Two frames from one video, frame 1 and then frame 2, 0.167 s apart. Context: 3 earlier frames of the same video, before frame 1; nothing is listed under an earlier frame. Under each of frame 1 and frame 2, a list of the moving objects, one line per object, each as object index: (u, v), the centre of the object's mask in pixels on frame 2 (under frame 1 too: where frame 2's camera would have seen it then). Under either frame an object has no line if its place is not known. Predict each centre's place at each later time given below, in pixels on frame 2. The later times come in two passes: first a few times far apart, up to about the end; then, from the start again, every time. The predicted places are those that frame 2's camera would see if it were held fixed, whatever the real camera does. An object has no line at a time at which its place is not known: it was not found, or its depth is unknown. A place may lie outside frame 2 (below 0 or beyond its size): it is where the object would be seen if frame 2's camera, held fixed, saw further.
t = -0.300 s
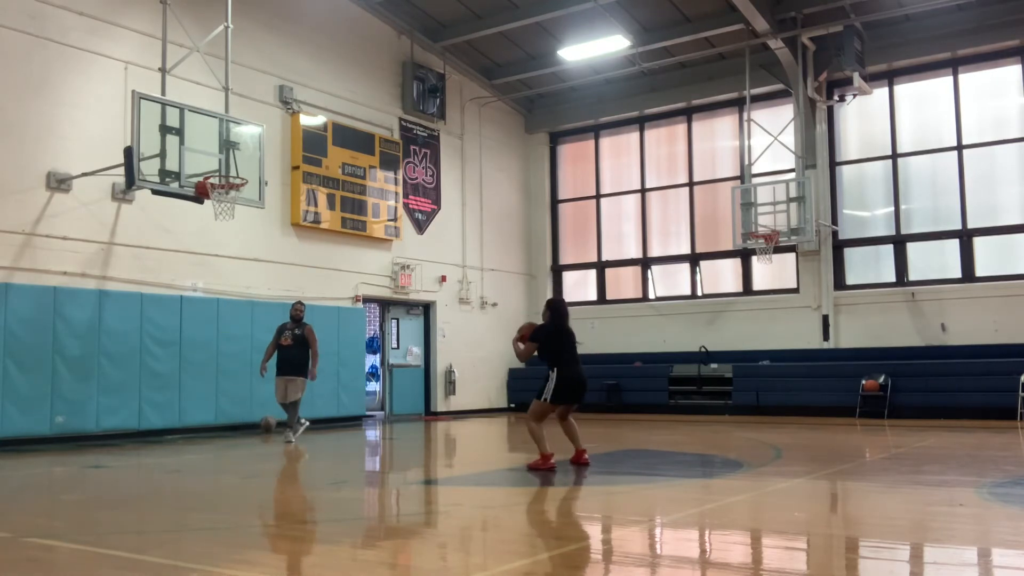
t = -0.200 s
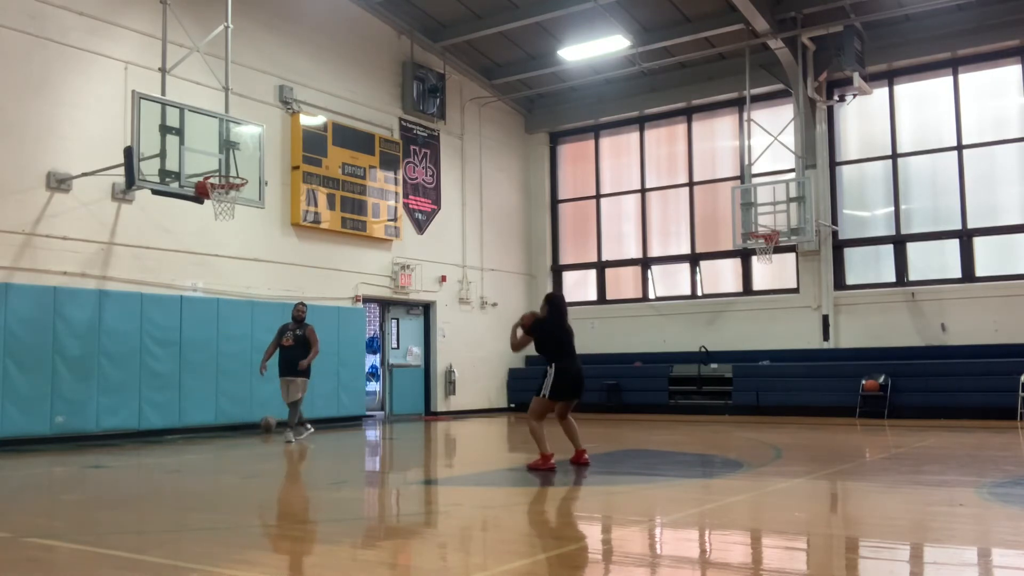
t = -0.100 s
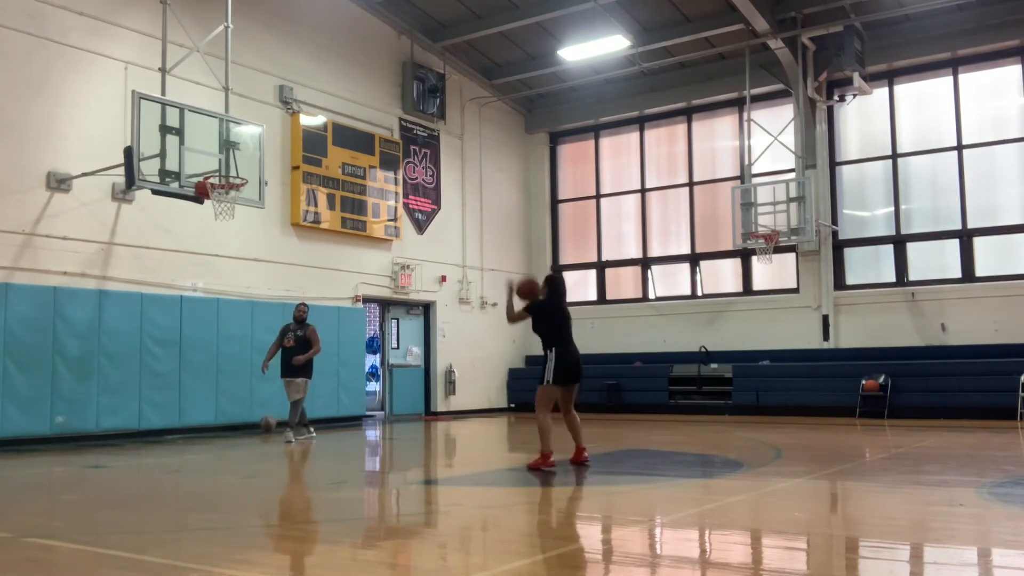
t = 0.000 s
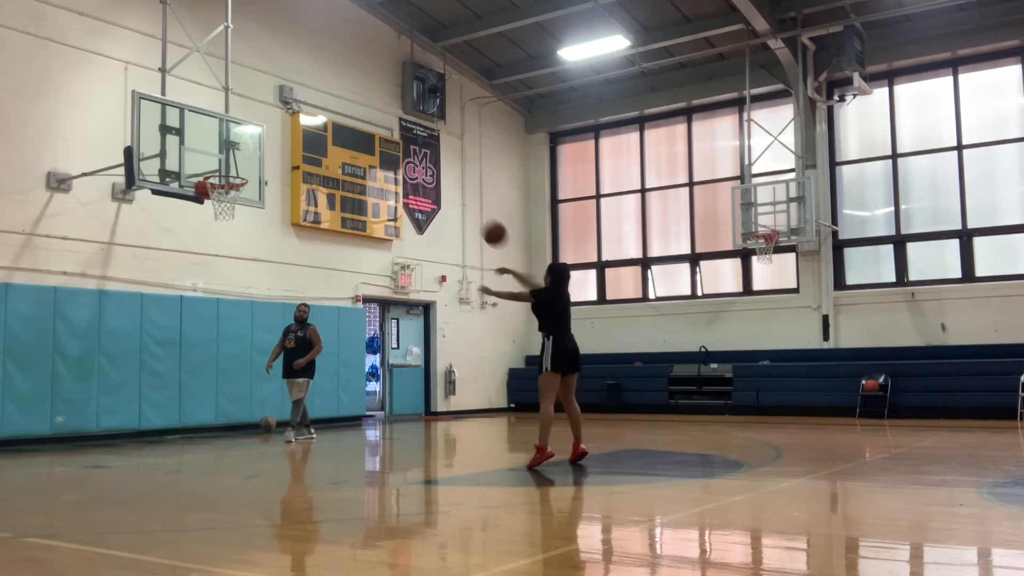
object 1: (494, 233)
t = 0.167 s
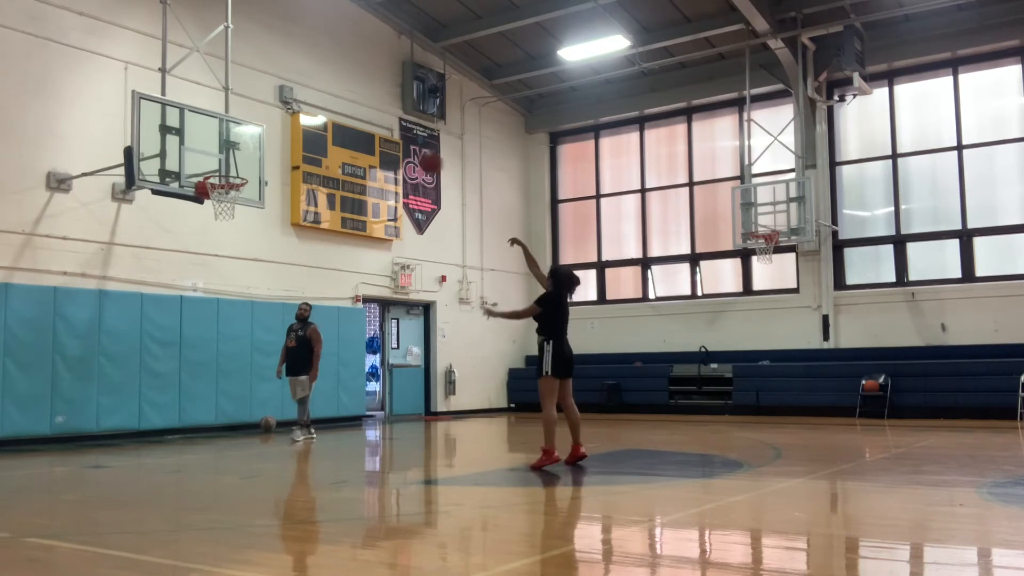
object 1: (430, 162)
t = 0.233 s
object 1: (407, 143)
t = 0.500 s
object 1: (321, 114)
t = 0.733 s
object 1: (254, 142)
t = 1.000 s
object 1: (236, 208)
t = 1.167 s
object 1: (257, 244)
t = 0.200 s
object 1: (418, 152)
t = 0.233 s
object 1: (407, 143)
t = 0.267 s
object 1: (396, 136)
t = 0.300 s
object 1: (384, 130)
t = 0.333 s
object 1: (373, 124)
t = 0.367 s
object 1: (362, 120)
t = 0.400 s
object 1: (352, 117)
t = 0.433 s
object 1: (341, 115)
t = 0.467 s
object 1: (331, 114)
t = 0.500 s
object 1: (321, 114)
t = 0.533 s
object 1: (311, 115)
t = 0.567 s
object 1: (300, 118)
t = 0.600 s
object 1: (291, 121)
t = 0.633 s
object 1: (281, 124)
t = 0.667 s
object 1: (273, 129)
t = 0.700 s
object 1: (264, 135)
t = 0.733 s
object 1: (254, 142)
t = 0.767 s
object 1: (246, 149)
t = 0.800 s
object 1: (237, 157)
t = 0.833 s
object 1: (228, 165)
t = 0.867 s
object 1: (220, 176)
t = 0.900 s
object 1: (216, 185)
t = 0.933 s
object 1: (223, 194)
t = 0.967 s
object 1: (230, 203)
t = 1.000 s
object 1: (236, 208)
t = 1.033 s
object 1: (240, 214)
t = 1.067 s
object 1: (244, 220)
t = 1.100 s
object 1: (248, 227)
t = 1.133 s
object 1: (253, 235)
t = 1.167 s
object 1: (257, 244)
